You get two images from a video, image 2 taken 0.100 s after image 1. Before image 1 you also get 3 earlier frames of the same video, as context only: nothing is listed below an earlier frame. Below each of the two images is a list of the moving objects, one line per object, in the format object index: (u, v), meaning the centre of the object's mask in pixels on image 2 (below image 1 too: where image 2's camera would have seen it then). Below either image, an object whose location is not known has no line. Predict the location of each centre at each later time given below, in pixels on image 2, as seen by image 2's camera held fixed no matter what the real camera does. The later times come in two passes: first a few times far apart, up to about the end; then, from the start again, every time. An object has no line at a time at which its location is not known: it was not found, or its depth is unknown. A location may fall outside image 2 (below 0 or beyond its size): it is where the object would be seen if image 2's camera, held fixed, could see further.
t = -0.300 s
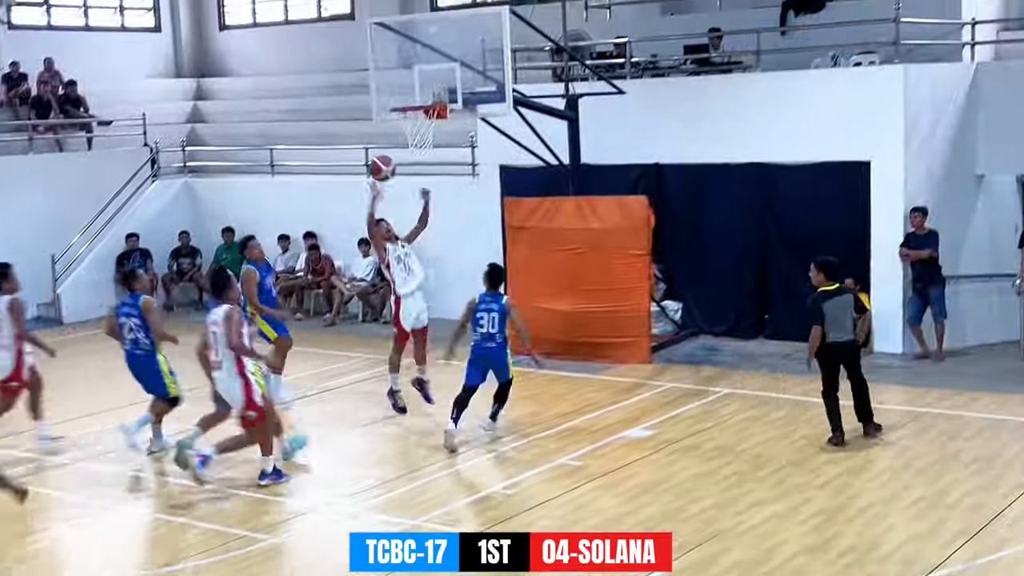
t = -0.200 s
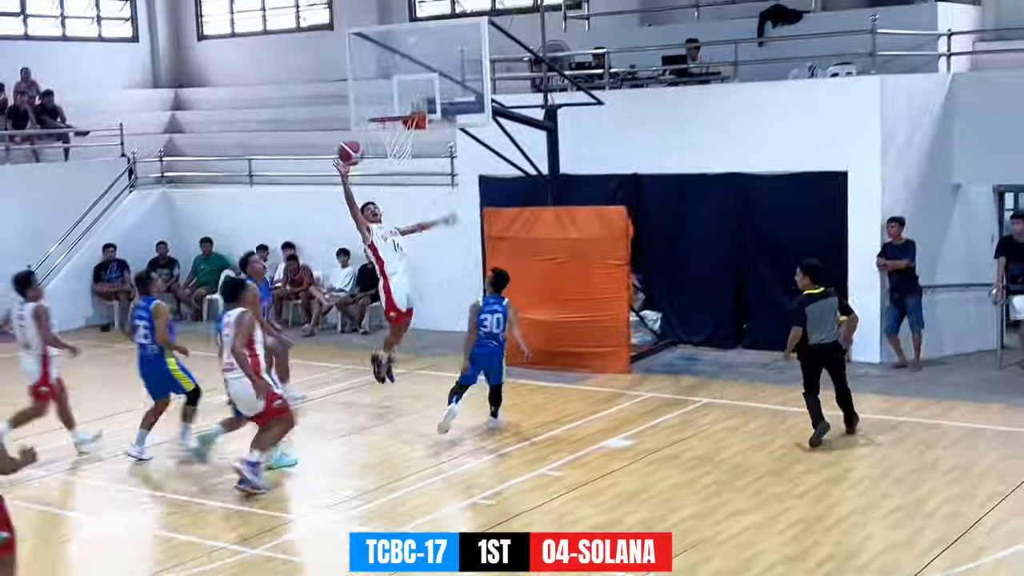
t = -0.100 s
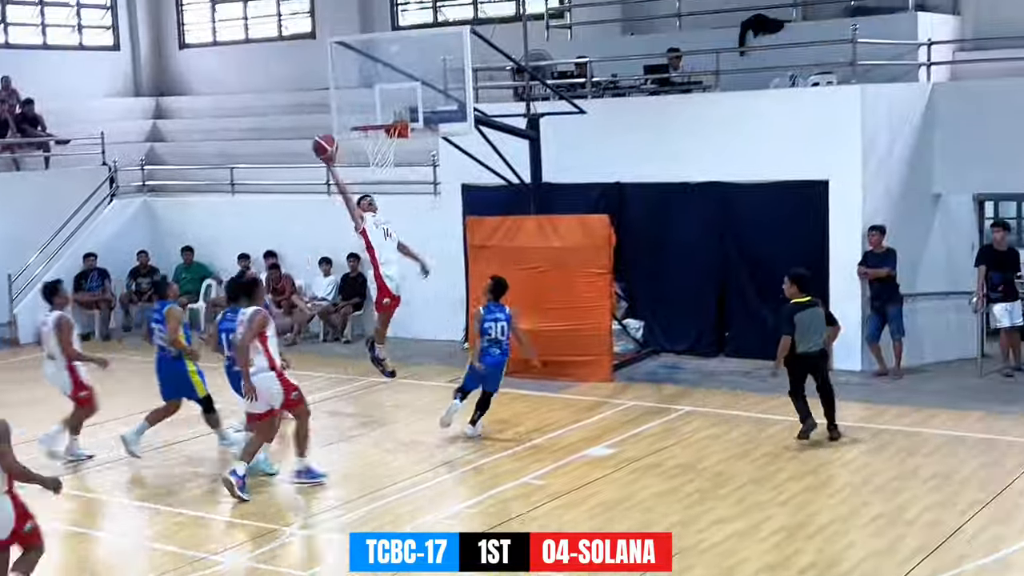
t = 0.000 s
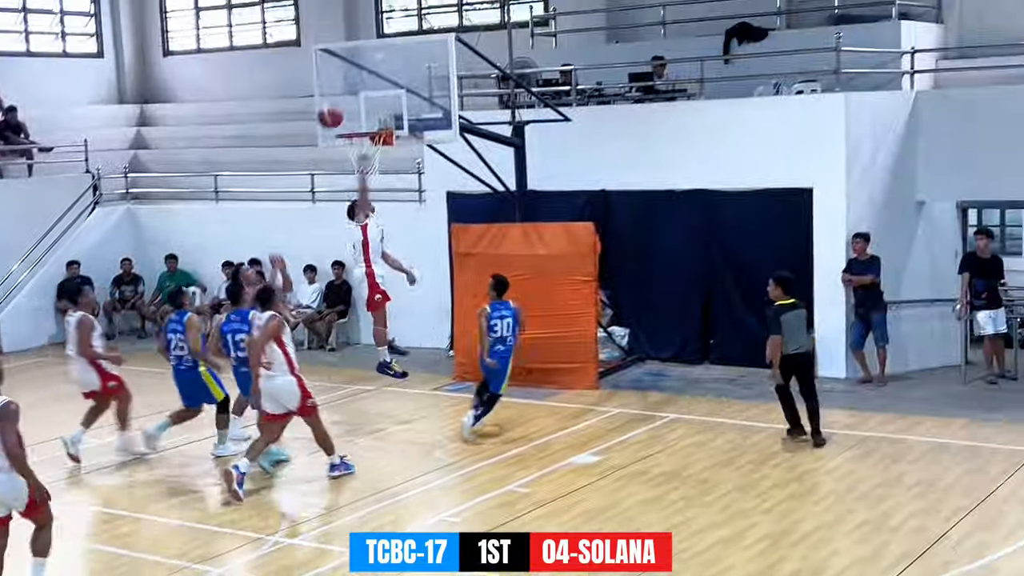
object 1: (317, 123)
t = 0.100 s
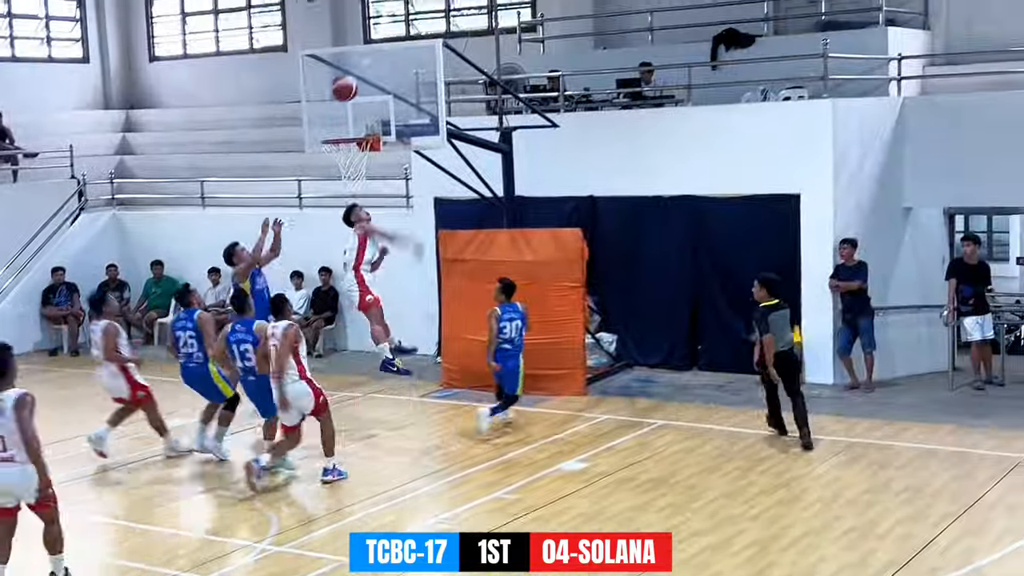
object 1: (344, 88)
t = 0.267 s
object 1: (394, 53)
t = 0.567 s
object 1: (500, 69)
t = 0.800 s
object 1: (596, 165)
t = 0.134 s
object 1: (354, 79)
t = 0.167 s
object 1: (363, 70)
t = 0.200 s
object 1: (373, 63)
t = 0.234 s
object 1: (383, 57)
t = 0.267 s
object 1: (394, 53)
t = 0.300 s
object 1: (404, 49)
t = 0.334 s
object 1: (415, 47)
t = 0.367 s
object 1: (426, 46)
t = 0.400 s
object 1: (438, 46)
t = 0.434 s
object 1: (449, 46)
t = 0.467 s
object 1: (460, 49)
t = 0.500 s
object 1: (473, 53)
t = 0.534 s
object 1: (483, 60)
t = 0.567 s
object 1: (500, 69)
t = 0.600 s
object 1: (512, 77)
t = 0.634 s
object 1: (525, 86)
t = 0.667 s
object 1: (538, 98)
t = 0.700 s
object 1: (552, 113)
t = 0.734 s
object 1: (567, 129)
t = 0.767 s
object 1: (581, 145)
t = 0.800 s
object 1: (596, 165)
